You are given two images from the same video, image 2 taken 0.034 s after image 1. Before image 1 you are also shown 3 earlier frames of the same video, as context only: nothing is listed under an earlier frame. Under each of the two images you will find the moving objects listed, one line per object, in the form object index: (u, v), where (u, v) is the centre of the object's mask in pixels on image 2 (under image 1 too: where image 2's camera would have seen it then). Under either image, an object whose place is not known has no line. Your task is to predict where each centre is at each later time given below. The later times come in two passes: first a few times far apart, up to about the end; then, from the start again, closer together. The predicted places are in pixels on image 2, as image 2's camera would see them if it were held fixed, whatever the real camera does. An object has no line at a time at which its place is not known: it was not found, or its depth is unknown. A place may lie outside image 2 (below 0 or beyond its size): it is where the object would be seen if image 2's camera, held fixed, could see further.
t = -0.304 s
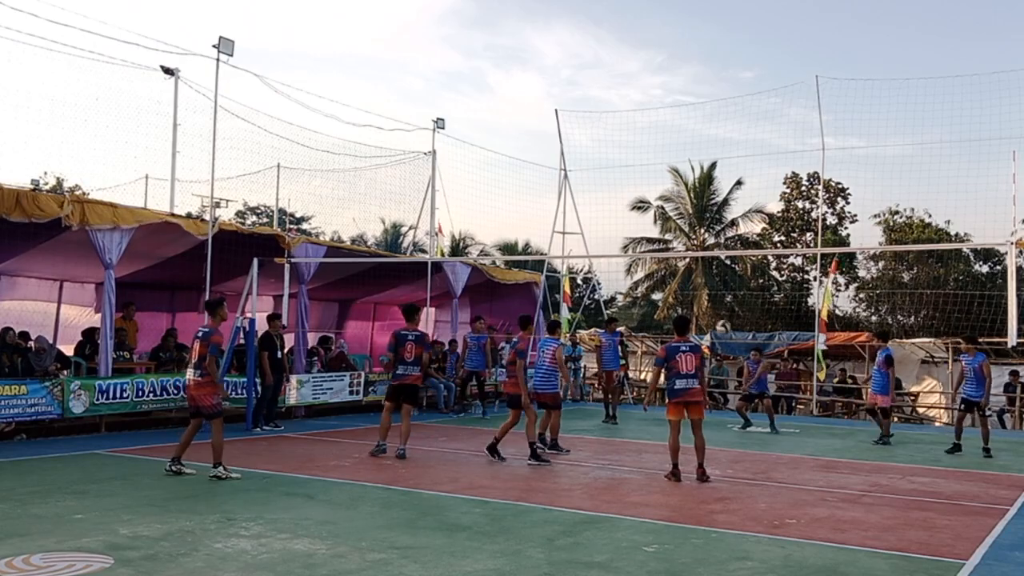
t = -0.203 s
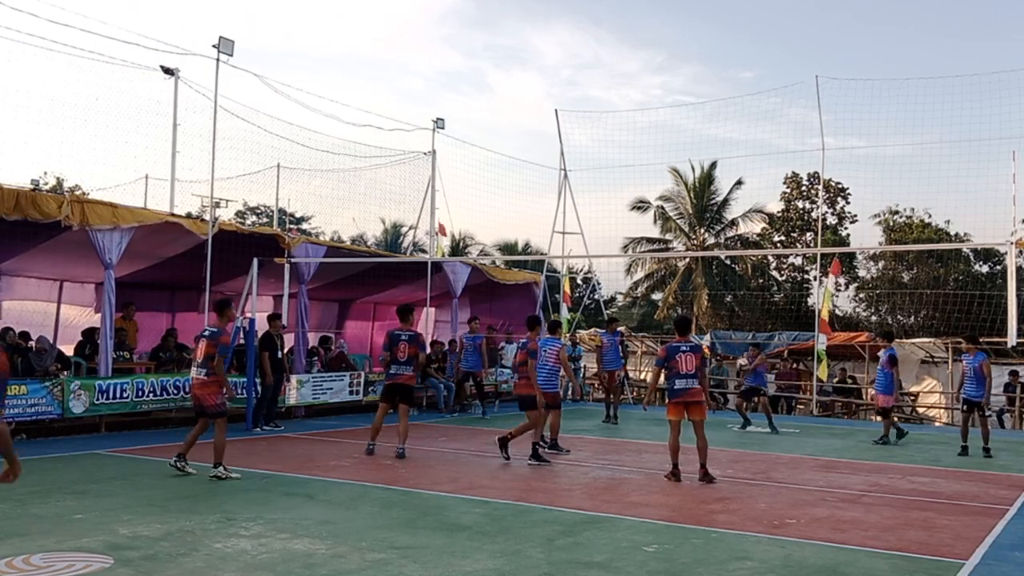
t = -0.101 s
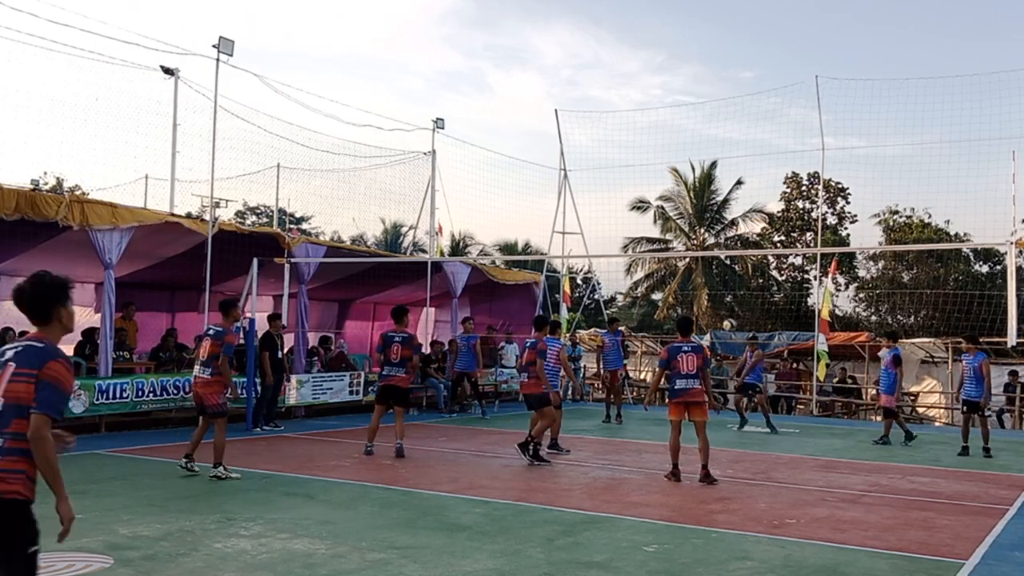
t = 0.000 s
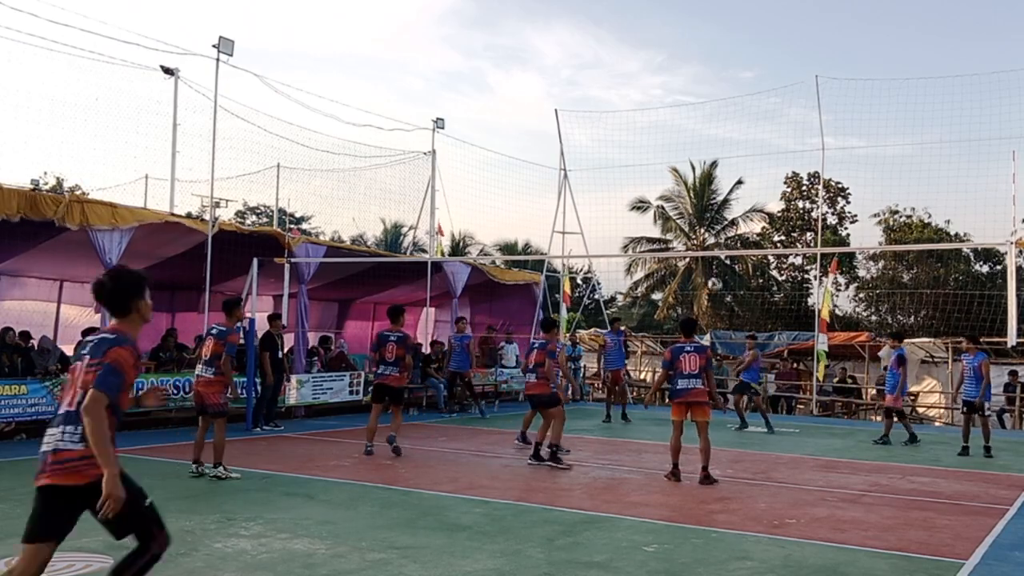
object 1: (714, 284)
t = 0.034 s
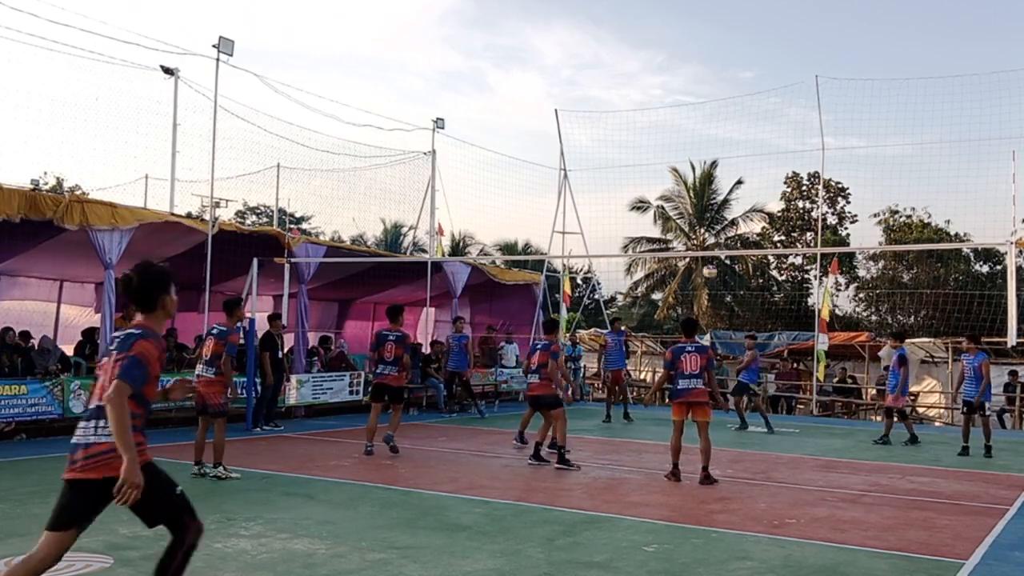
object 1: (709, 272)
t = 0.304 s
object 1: (667, 192)
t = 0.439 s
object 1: (644, 169)
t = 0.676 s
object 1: (602, 153)
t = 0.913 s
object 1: (556, 174)
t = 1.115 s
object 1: (513, 223)
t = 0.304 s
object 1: (667, 192)
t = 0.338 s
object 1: (662, 186)
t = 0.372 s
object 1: (656, 179)
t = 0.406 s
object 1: (650, 173)
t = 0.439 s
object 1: (644, 169)
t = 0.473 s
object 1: (639, 164)
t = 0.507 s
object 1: (633, 160)
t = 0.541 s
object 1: (627, 157)
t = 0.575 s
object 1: (621, 156)
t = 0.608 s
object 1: (615, 154)
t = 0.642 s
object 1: (608, 153)
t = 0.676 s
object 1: (602, 153)
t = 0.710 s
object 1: (595, 153)
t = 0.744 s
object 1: (589, 155)
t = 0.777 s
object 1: (582, 157)
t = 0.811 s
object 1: (576, 160)
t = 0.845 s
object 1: (569, 164)
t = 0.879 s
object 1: (563, 169)
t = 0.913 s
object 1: (556, 174)
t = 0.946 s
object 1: (549, 180)
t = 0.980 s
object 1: (541, 187)
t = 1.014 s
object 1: (534, 195)
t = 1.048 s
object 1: (527, 203)
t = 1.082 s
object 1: (520, 213)
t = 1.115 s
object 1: (513, 223)
